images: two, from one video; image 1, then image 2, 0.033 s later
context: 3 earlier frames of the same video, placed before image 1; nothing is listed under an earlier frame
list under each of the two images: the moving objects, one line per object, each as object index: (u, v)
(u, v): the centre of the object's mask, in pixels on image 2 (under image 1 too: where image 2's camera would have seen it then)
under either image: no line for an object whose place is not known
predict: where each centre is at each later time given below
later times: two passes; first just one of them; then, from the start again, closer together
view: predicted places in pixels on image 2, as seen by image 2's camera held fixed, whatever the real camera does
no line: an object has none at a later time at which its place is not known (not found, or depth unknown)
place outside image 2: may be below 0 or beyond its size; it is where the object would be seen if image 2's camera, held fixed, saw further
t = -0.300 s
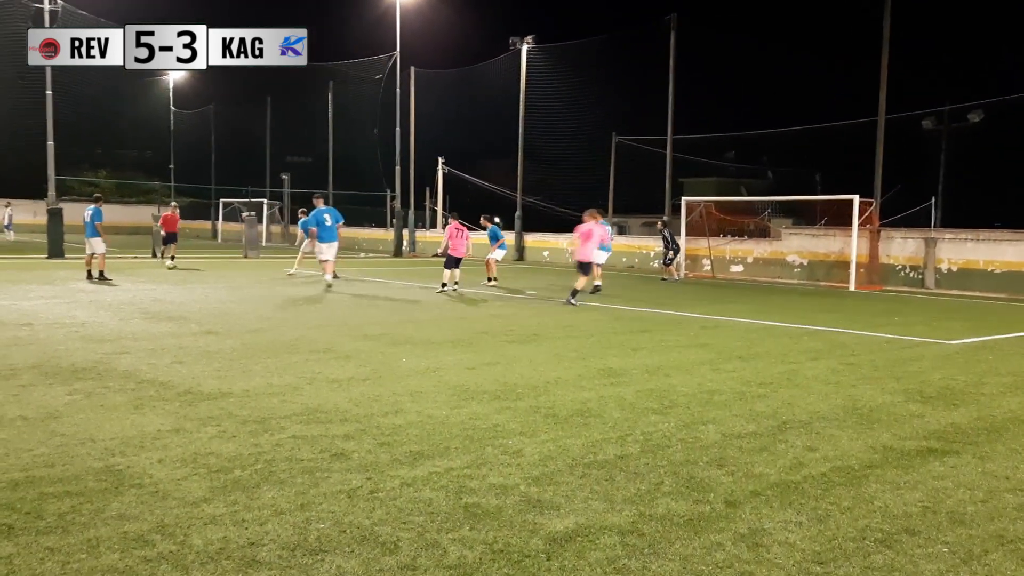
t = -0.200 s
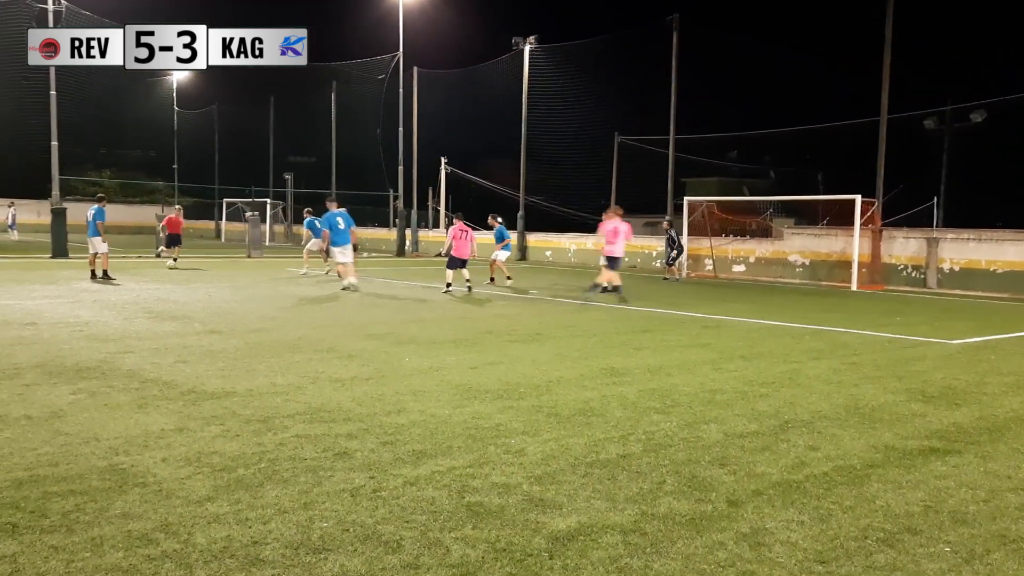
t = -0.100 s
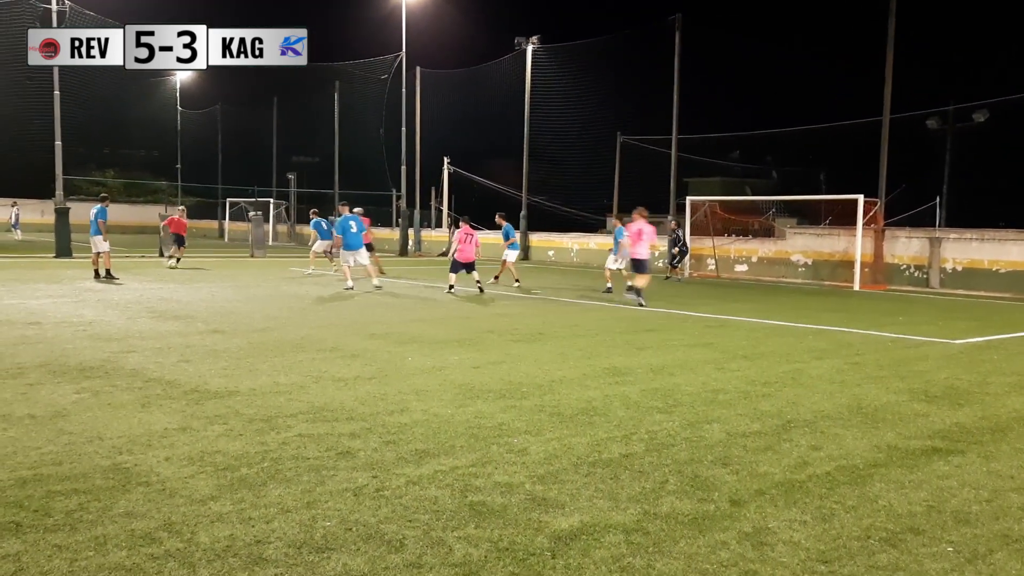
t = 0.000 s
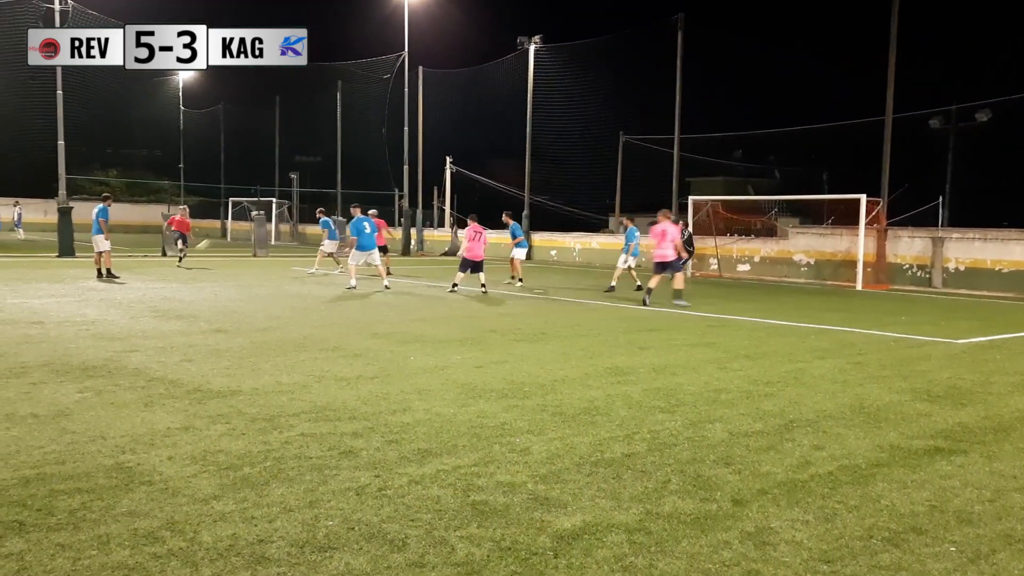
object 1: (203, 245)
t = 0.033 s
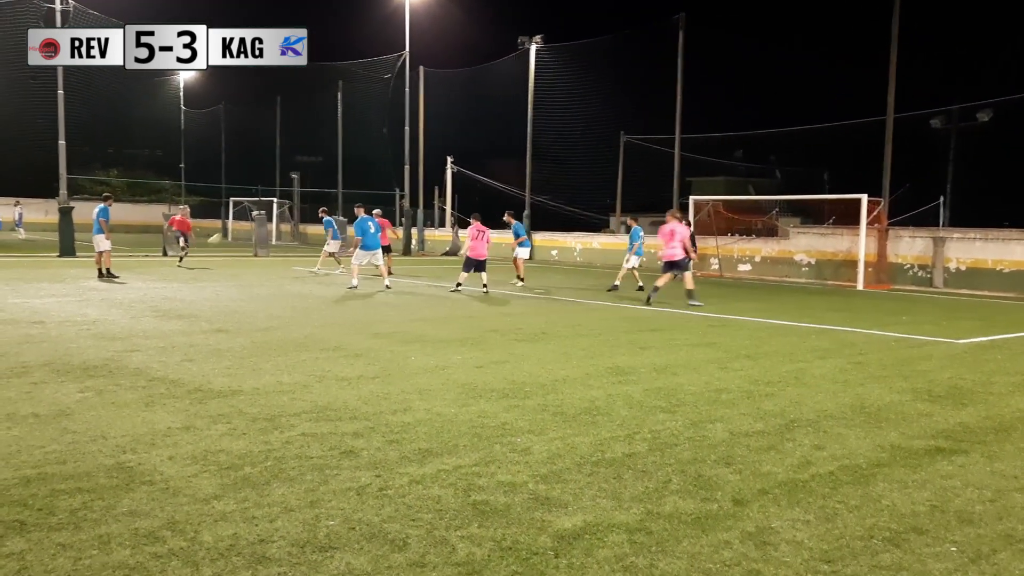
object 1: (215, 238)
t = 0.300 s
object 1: (312, 199)
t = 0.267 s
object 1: (299, 203)
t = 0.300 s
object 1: (312, 199)
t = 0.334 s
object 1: (325, 196)
